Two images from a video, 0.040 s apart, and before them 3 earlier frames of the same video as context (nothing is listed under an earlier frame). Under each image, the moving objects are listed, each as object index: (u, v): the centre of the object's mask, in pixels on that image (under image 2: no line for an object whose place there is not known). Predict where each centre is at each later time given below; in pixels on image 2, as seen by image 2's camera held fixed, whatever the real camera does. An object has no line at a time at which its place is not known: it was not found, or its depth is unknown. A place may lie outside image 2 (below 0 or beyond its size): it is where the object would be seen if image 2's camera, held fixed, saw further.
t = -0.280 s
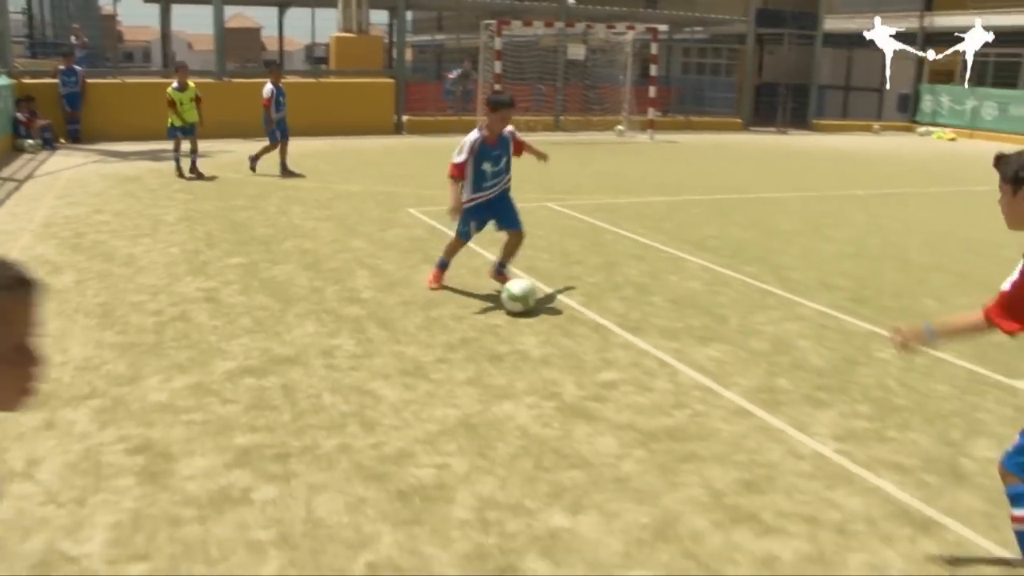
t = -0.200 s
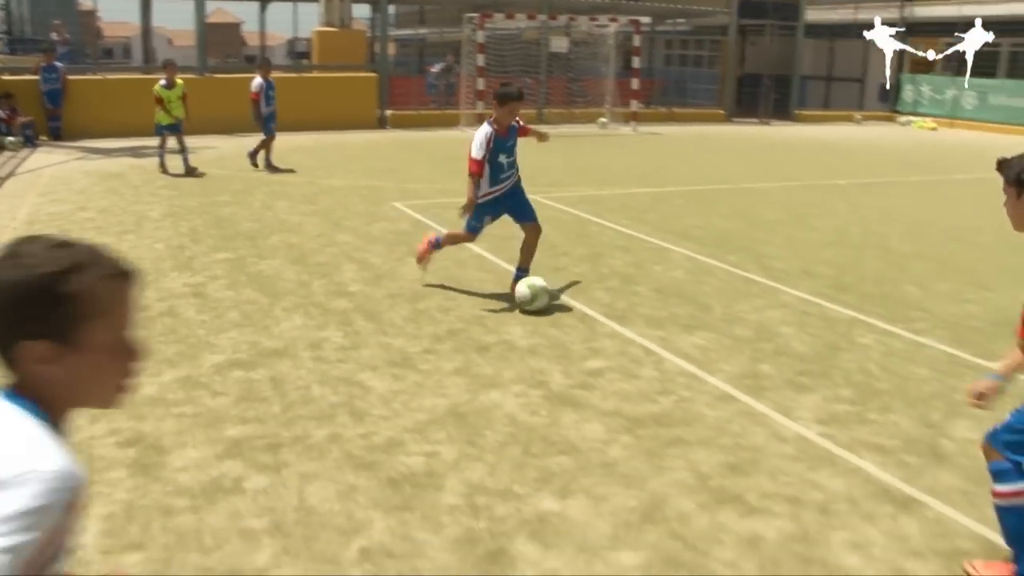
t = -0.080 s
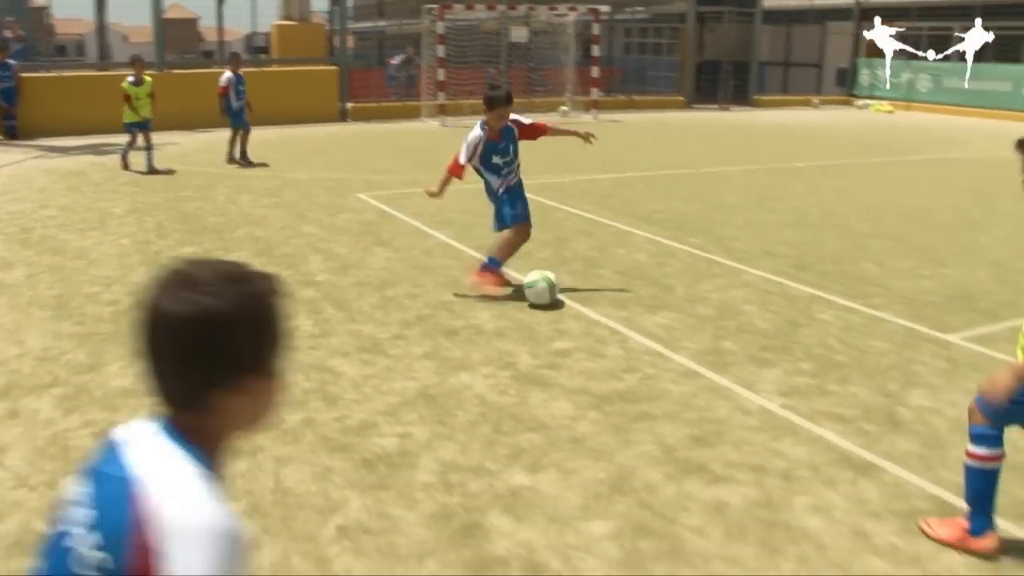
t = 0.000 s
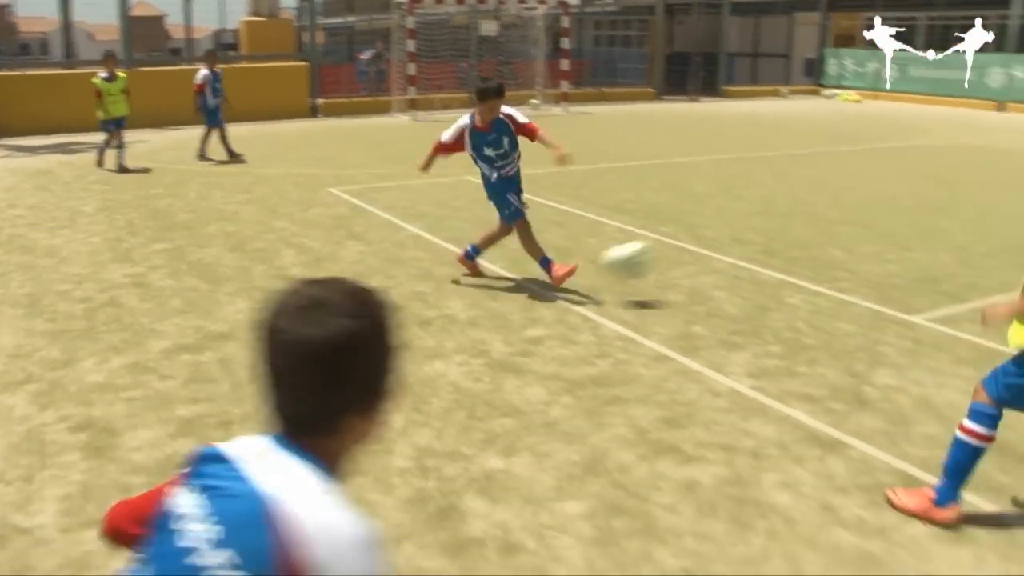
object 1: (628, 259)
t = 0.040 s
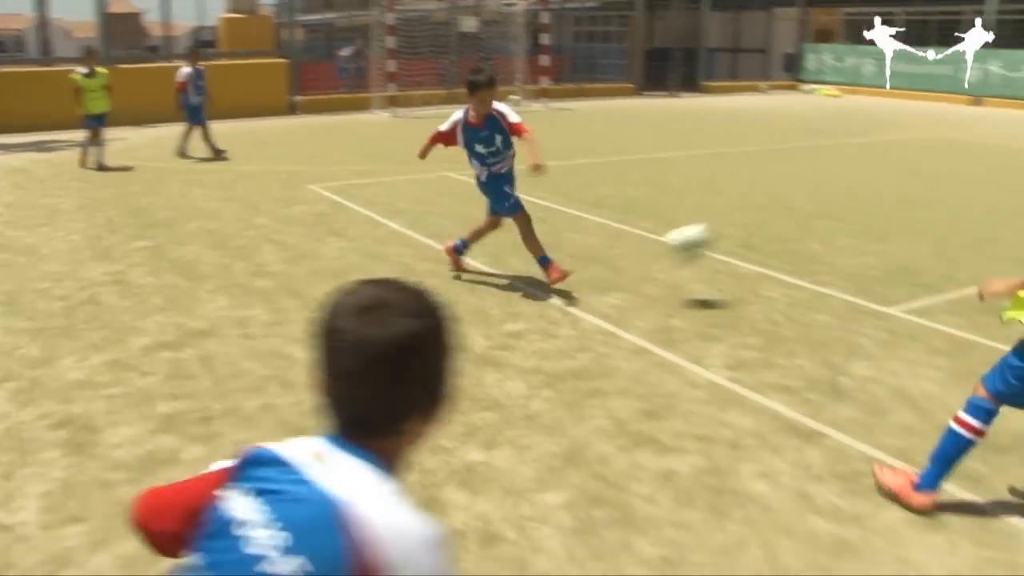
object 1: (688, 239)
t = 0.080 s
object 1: (771, 233)
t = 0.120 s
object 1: (858, 228)
